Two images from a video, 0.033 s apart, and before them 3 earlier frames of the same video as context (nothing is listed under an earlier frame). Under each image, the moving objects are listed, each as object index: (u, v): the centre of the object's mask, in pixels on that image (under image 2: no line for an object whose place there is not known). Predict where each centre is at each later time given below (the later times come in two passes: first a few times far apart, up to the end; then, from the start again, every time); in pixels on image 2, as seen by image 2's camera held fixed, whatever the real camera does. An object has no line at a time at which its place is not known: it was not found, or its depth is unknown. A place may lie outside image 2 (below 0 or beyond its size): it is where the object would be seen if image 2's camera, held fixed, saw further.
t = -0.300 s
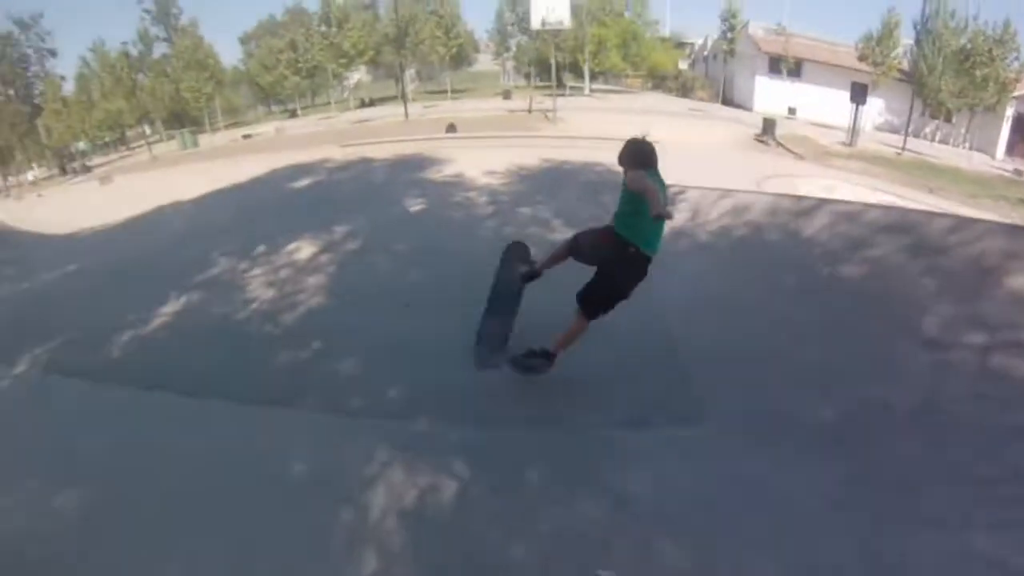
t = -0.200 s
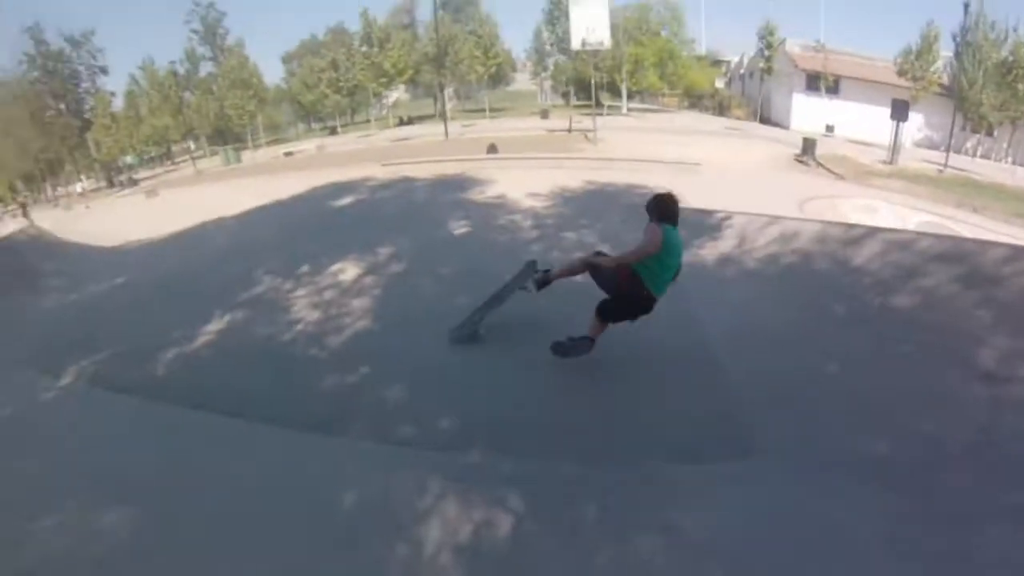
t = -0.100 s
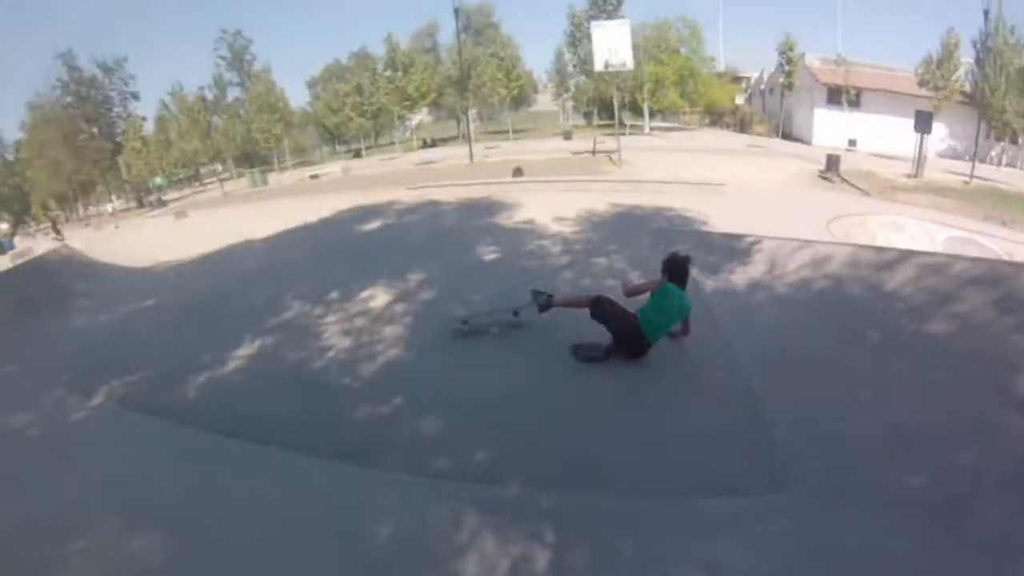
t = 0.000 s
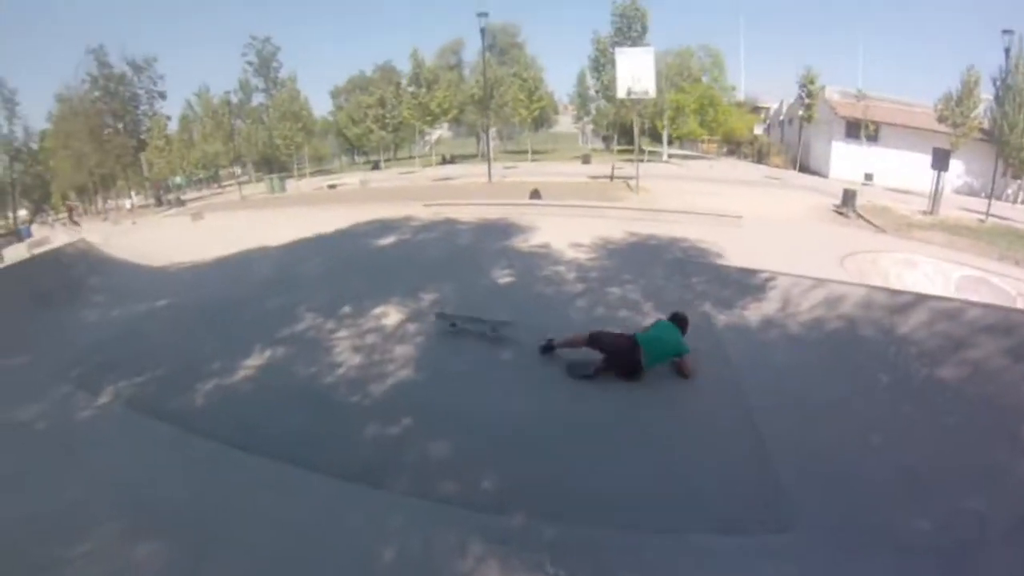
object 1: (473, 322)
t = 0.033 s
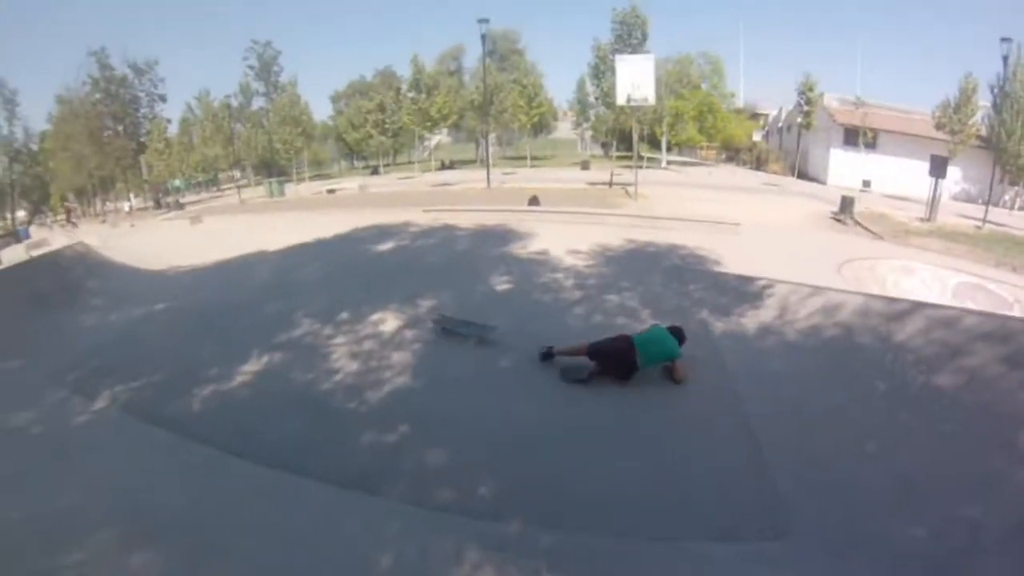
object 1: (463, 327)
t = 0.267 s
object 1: (419, 302)
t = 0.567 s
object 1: (411, 278)
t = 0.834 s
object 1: (432, 263)
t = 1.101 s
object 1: (453, 257)
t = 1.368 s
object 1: (477, 255)
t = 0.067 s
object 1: (455, 325)
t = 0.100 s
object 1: (446, 321)
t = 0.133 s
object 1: (439, 318)
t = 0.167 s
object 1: (434, 315)
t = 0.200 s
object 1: (429, 312)
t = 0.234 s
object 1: (424, 307)
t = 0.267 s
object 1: (419, 302)
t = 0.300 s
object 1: (416, 299)
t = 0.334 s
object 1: (413, 297)
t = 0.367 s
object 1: (412, 293)
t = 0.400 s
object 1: (411, 292)
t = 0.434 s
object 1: (411, 288)
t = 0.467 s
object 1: (411, 286)
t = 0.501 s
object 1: (410, 283)
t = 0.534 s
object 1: (411, 280)
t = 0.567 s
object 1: (411, 278)
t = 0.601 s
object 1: (415, 275)
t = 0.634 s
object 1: (418, 273)
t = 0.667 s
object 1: (419, 271)
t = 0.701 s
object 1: (420, 270)
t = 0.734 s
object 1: (422, 268)
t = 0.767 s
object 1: (426, 266)
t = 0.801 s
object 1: (429, 265)
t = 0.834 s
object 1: (432, 263)
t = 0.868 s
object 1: (434, 263)
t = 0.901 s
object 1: (437, 261)
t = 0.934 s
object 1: (440, 260)
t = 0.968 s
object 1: (442, 259)
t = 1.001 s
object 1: (443, 259)
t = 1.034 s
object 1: (448, 258)
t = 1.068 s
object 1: (449, 258)
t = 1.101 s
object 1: (453, 257)
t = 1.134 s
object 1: (456, 257)
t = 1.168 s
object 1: (461, 256)
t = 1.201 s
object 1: (460, 256)
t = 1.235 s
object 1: (464, 256)
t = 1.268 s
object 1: (468, 256)
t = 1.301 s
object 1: (473, 255)
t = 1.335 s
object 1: (474, 255)
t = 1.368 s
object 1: (477, 255)
